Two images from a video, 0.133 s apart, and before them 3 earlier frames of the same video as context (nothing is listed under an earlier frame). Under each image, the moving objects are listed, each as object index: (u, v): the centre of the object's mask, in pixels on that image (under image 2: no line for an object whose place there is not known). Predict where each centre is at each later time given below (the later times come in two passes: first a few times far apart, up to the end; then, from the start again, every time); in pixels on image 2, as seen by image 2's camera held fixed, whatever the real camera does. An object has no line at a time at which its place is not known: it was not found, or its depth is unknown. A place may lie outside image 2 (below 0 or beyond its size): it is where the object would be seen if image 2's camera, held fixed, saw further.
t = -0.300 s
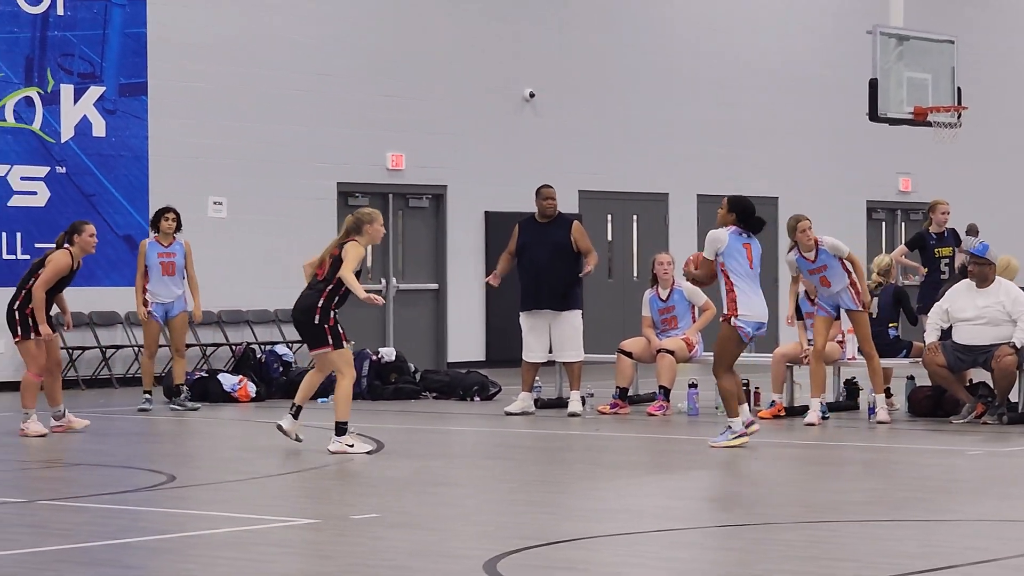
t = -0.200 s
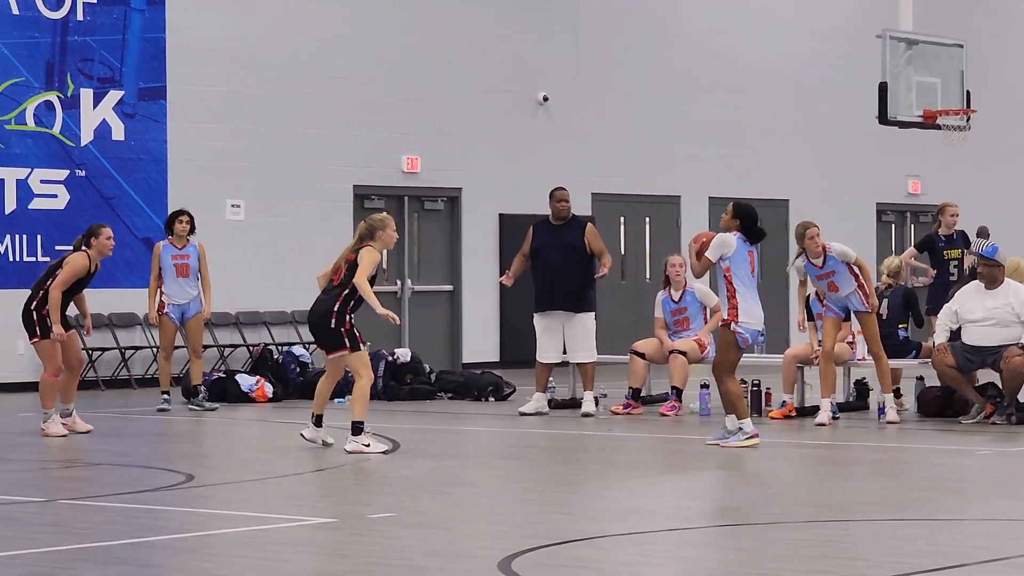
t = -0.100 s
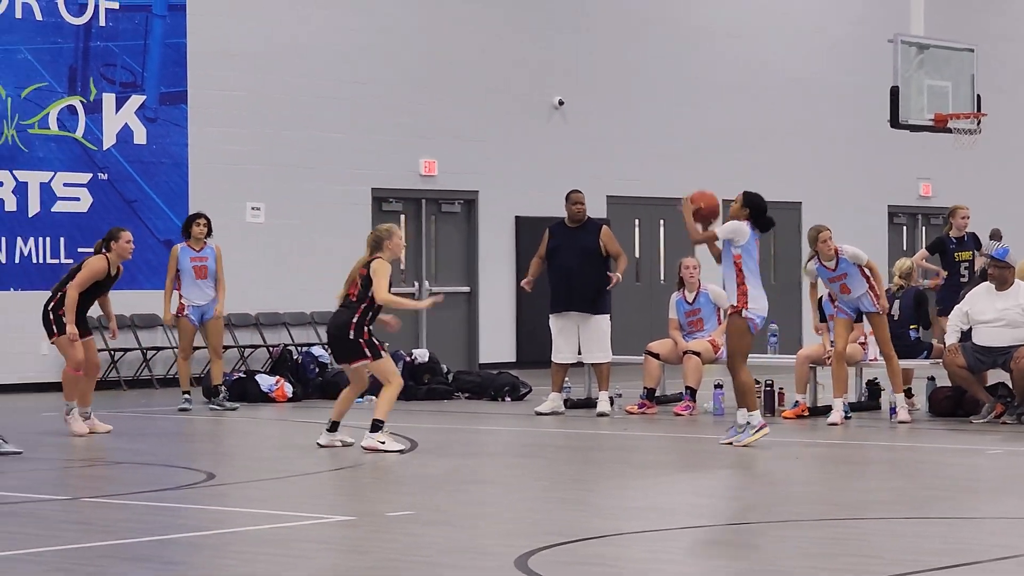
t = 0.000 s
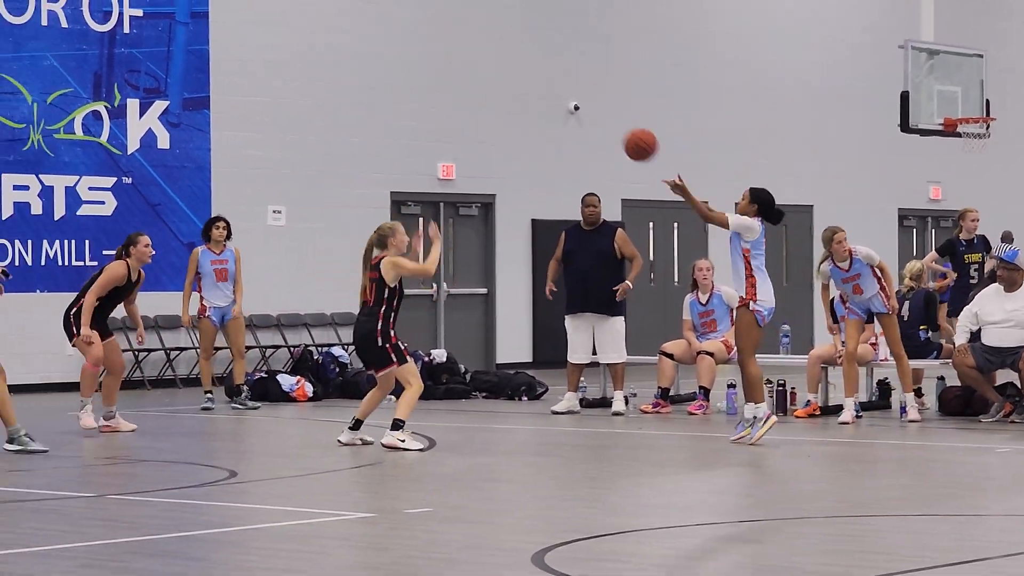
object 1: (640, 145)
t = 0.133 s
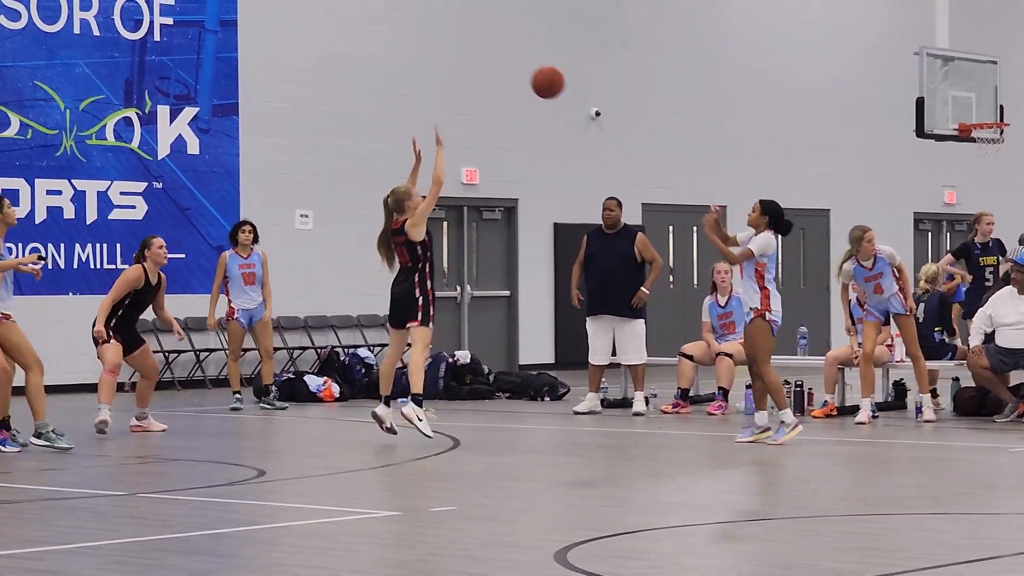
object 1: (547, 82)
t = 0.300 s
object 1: (408, 30)
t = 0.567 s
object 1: (188, 29)
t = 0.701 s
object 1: (76, 64)
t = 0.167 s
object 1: (520, 69)
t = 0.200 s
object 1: (492, 57)
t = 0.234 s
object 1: (464, 47)
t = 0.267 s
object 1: (436, 38)
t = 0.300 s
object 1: (408, 30)
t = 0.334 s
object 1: (380, 24)
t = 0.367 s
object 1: (353, 20)
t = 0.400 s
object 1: (325, 18)
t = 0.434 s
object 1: (297, 17)
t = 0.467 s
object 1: (270, 17)
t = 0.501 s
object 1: (242, 19)
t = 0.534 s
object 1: (215, 23)
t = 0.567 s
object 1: (188, 29)
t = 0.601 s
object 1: (160, 36)
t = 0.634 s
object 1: (132, 43)
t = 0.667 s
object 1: (104, 53)
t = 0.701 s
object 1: (76, 64)
